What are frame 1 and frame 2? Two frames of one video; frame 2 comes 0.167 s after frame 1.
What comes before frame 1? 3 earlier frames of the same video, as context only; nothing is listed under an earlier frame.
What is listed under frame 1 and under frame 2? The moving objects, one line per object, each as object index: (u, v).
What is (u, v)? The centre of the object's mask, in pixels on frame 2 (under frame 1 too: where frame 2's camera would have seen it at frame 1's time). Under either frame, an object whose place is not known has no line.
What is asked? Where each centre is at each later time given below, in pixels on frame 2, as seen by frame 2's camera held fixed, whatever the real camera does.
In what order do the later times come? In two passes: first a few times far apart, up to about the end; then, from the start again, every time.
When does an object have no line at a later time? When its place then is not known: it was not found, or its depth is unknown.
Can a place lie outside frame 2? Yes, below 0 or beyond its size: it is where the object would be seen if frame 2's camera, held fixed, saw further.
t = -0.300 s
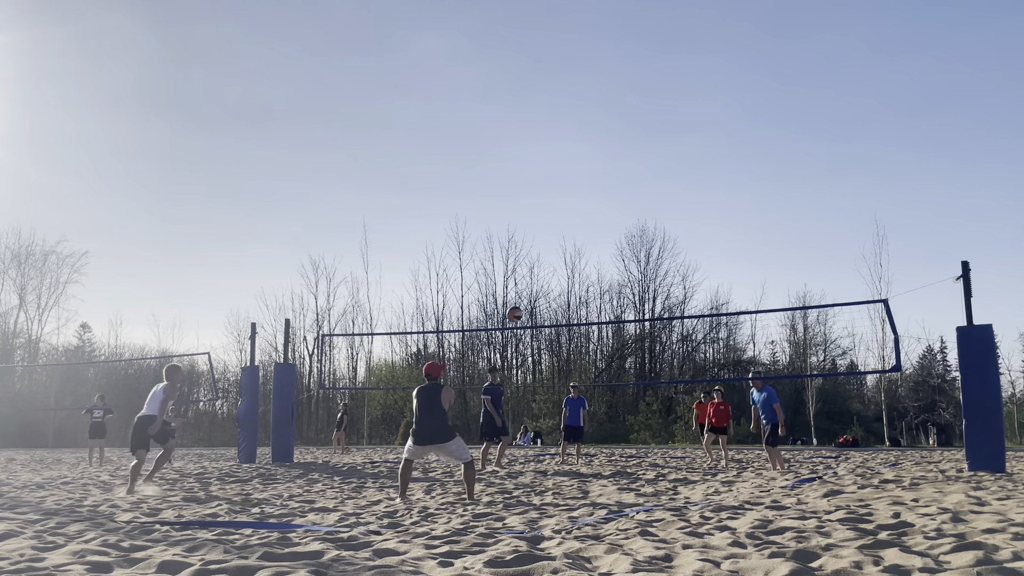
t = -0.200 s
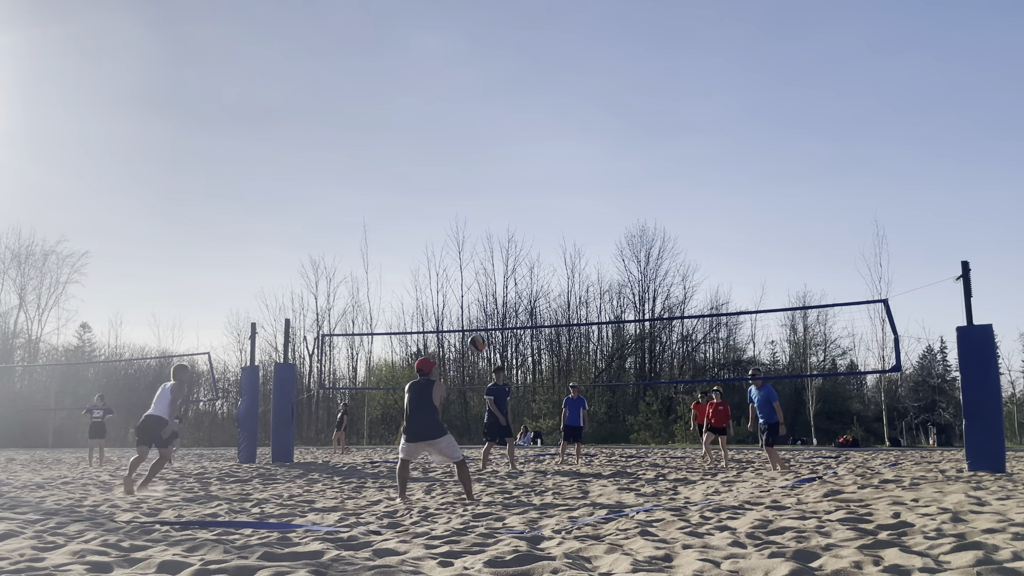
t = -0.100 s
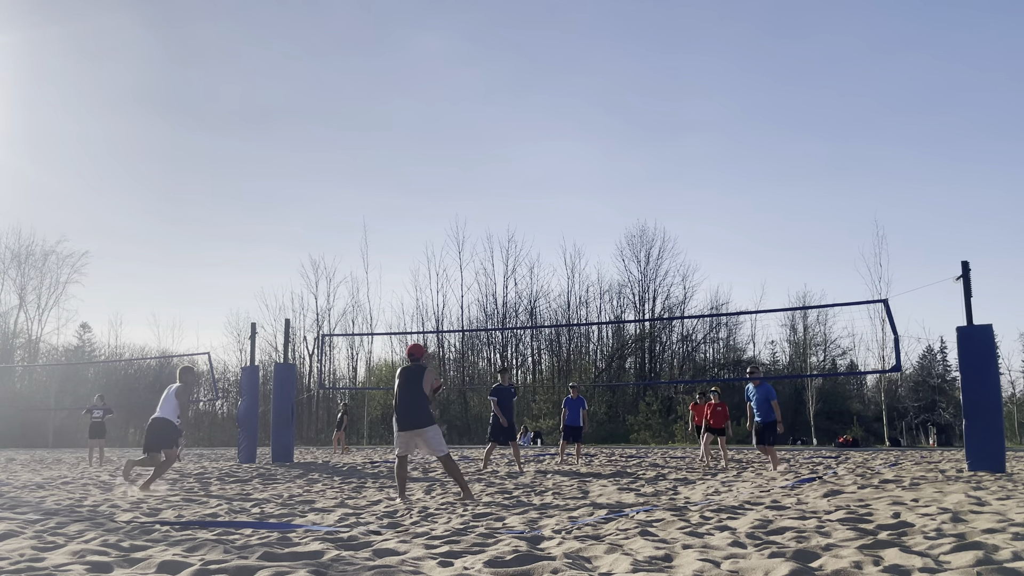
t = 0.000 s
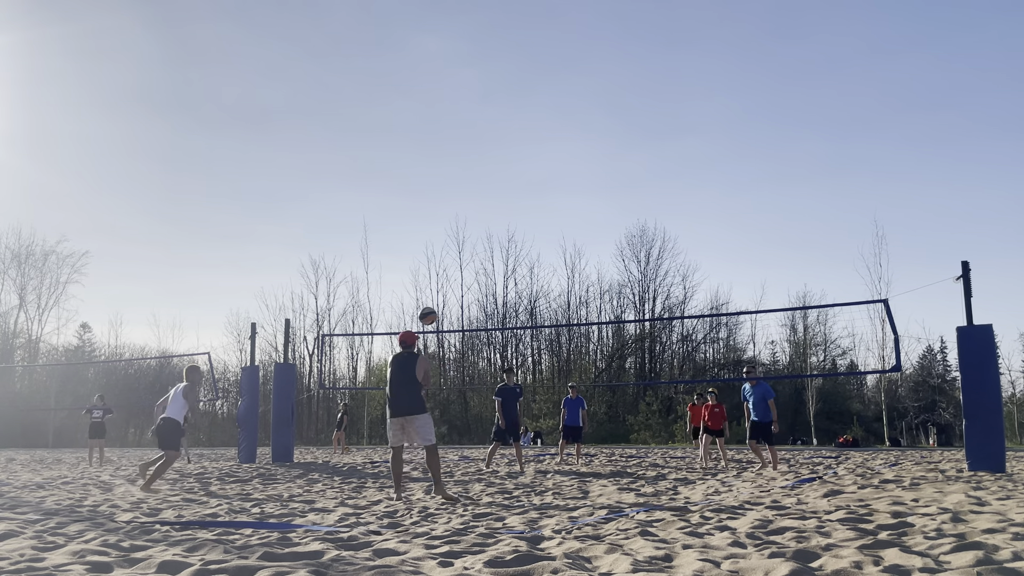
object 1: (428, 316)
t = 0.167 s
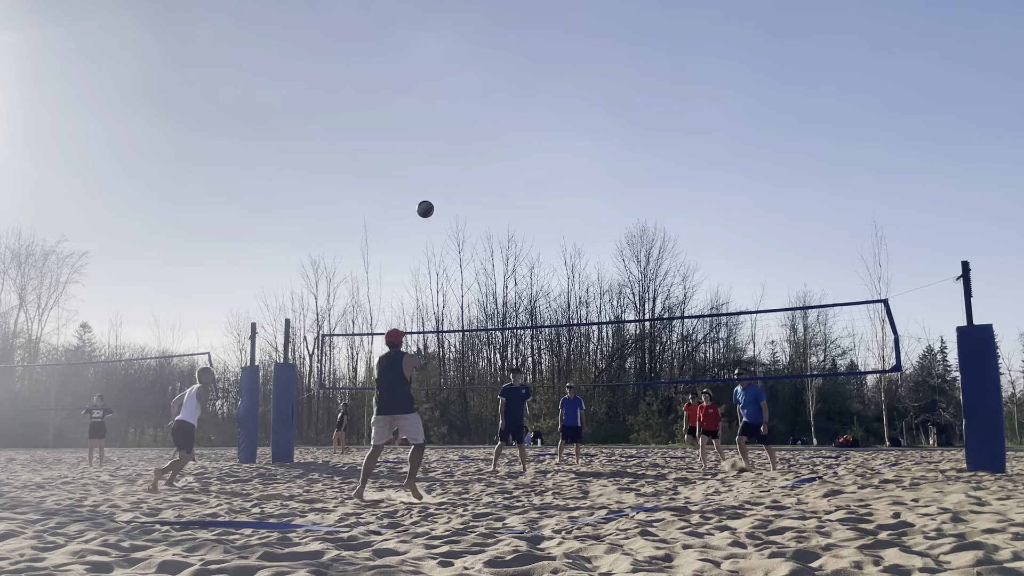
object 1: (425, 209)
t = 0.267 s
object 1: (423, 161)
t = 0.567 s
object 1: (419, 78)
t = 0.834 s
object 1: (415, 64)
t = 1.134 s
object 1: (410, 101)
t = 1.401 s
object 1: (405, 174)
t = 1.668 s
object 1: (399, 279)
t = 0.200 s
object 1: (424, 192)
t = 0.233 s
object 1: (424, 176)
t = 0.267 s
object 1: (423, 161)
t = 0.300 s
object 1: (423, 148)
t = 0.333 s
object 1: (422, 136)
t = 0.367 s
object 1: (422, 125)
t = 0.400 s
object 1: (422, 115)
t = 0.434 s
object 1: (421, 106)
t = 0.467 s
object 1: (421, 97)
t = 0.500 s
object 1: (420, 90)
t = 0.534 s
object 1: (420, 84)
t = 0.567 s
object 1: (419, 78)
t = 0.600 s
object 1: (418, 74)
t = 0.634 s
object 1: (418, 70)
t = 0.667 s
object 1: (418, 67)
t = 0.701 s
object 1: (417, 65)
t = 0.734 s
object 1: (417, 64)
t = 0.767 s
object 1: (416, 63)
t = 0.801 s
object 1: (415, 63)
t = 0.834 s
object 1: (415, 64)
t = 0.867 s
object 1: (414, 65)
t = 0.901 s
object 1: (414, 67)
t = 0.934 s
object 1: (413, 71)
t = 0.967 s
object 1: (413, 74)
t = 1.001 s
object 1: (412, 78)
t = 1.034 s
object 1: (412, 83)
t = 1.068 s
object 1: (411, 88)
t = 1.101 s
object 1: (410, 94)
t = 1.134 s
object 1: (410, 101)
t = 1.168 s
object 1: (409, 108)
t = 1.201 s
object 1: (409, 116)
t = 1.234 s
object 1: (408, 124)
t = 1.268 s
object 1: (407, 133)
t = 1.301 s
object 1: (407, 142)
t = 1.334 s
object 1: (406, 152)
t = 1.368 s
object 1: (406, 162)
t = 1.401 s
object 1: (405, 174)
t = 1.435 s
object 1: (404, 185)
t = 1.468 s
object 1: (404, 197)
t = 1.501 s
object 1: (403, 209)
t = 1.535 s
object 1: (402, 222)
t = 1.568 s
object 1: (402, 236)
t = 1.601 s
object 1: (401, 250)
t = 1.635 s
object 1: (400, 264)
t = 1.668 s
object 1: (399, 279)
